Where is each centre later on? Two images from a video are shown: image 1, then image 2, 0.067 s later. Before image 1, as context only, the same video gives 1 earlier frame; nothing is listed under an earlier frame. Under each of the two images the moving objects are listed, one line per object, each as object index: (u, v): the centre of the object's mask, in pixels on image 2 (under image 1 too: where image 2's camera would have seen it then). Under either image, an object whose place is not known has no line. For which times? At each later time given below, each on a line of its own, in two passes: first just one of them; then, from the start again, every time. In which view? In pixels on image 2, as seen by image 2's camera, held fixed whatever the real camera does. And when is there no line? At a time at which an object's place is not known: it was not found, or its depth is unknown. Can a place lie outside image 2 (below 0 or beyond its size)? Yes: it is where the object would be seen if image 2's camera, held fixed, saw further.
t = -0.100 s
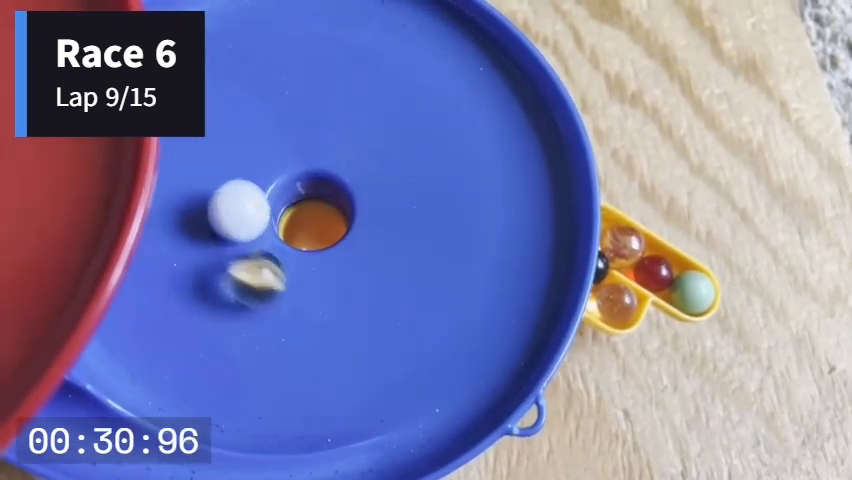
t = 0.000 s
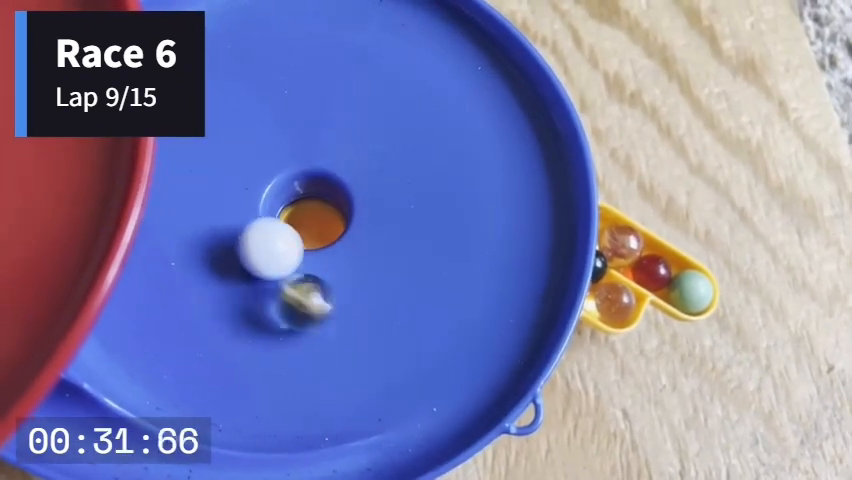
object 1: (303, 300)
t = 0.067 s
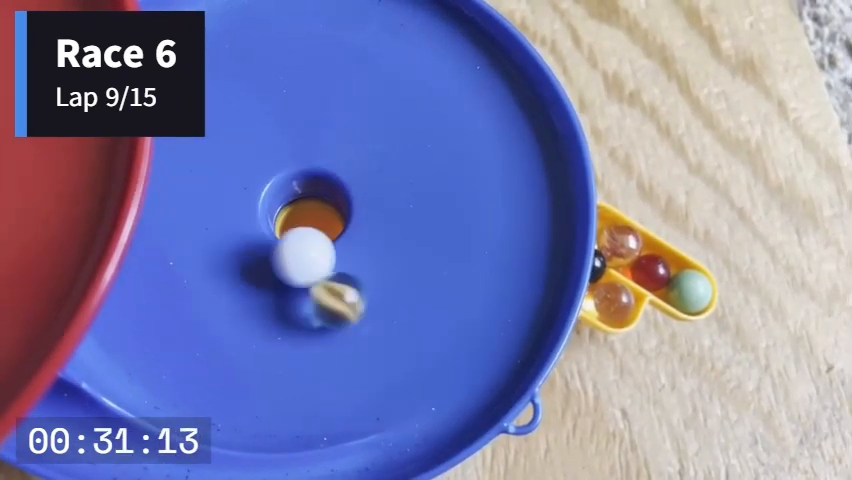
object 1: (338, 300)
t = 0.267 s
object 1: (398, 240)
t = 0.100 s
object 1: (355, 297)
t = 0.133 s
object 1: (370, 290)
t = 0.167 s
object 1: (381, 279)
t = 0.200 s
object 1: (390, 267)
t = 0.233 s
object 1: (396, 253)
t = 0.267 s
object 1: (398, 240)
